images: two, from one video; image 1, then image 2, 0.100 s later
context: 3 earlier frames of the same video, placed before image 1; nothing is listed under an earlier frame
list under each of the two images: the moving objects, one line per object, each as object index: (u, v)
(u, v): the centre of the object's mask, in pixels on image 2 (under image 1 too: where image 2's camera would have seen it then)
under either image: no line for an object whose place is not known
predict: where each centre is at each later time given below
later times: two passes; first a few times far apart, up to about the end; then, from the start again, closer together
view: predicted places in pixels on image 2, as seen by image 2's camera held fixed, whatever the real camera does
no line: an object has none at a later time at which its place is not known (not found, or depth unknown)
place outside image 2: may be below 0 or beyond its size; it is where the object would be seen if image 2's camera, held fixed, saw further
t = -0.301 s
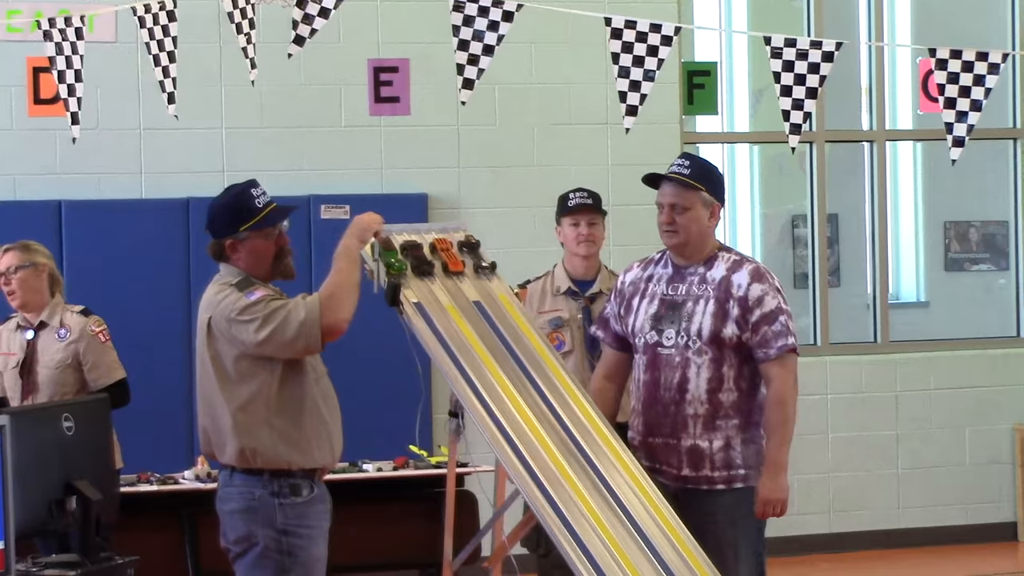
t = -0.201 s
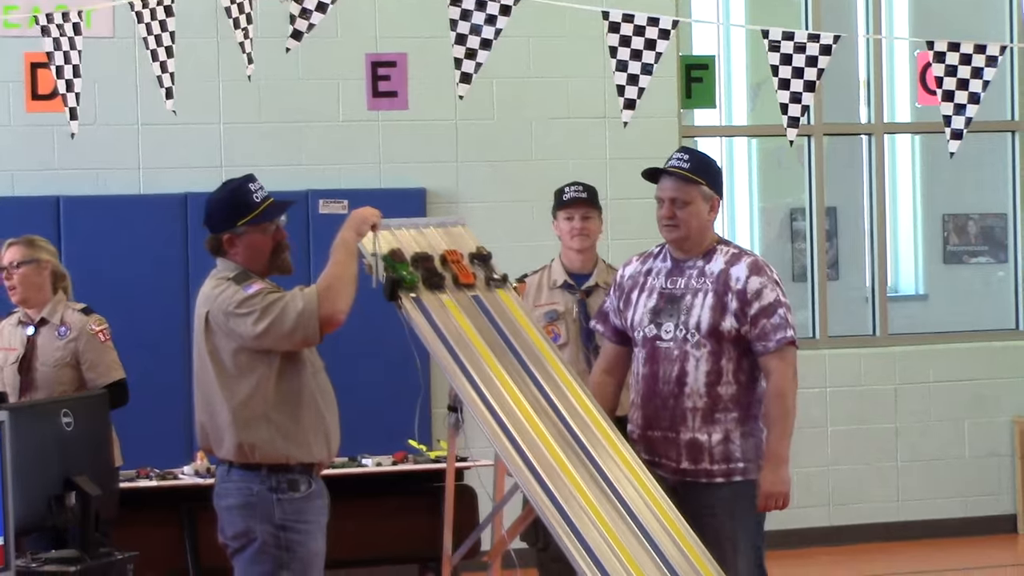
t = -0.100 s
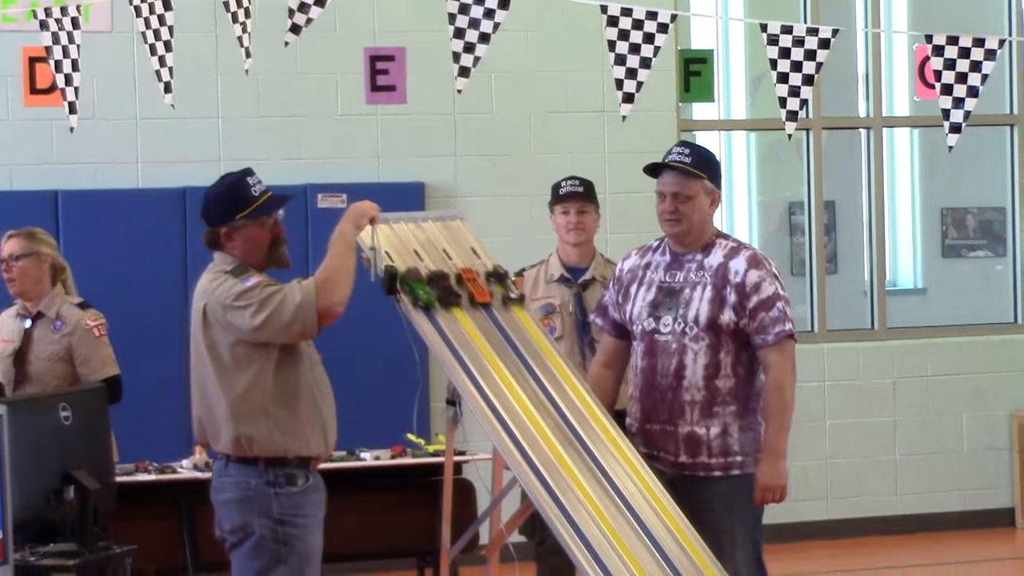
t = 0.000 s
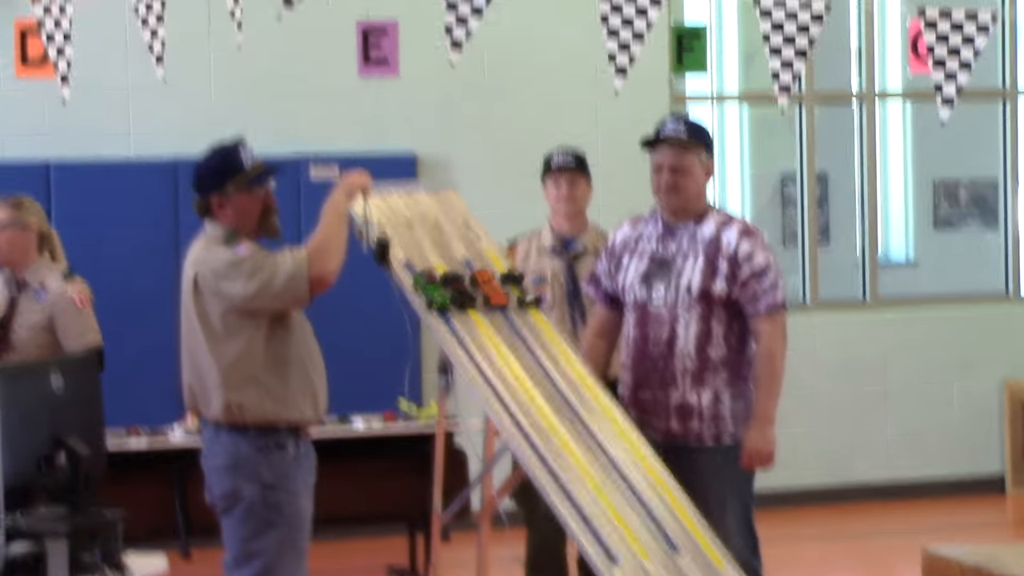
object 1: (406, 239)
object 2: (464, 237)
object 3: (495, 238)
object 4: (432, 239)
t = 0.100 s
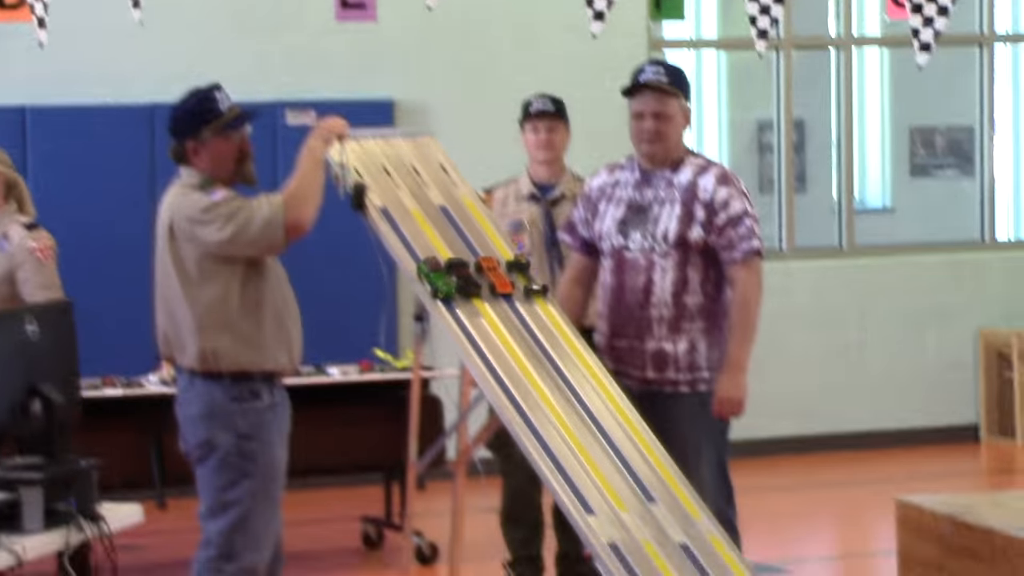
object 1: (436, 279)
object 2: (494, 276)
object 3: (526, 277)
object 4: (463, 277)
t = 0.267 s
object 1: (499, 370)
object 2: (559, 367)
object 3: (591, 368)
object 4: (526, 367)
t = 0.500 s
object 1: (629, 559)
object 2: (696, 555)
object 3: (733, 559)
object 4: (655, 552)
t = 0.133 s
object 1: (447, 294)
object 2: (505, 292)
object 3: (537, 292)
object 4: (474, 293)
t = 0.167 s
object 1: (460, 311)
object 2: (518, 309)
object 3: (549, 309)
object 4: (486, 310)
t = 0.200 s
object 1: (472, 330)
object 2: (531, 326)
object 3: (563, 328)
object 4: (498, 328)
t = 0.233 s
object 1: (485, 350)
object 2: (544, 346)
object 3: (577, 348)
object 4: (512, 347)
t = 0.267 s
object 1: (499, 370)
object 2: (559, 367)
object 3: (591, 368)
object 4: (526, 367)
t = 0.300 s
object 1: (514, 392)
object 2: (574, 388)
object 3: (608, 390)
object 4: (541, 389)
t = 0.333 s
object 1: (530, 416)
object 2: (592, 411)
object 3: (625, 414)
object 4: (557, 412)
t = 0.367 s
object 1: (547, 441)
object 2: (610, 437)
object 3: (644, 439)
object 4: (573, 436)
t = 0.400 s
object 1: (566, 468)
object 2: (629, 464)
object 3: (663, 466)
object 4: (592, 463)
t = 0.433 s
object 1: (586, 497)
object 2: (650, 493)
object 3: (685, 497)
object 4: (612, 491)
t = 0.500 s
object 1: (629, 559)
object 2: (696, 555)
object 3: (733, 559)
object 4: (655, 552)
